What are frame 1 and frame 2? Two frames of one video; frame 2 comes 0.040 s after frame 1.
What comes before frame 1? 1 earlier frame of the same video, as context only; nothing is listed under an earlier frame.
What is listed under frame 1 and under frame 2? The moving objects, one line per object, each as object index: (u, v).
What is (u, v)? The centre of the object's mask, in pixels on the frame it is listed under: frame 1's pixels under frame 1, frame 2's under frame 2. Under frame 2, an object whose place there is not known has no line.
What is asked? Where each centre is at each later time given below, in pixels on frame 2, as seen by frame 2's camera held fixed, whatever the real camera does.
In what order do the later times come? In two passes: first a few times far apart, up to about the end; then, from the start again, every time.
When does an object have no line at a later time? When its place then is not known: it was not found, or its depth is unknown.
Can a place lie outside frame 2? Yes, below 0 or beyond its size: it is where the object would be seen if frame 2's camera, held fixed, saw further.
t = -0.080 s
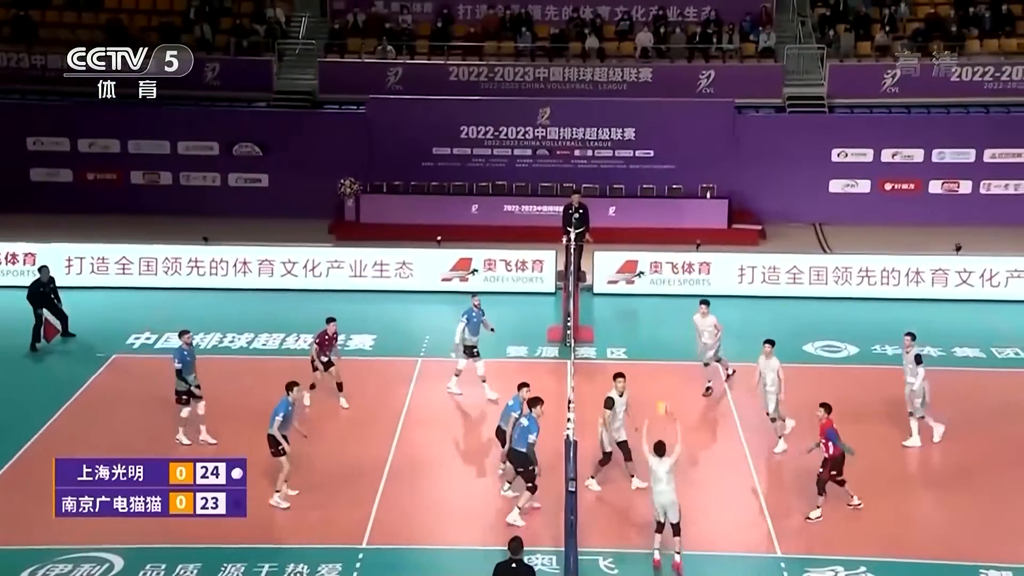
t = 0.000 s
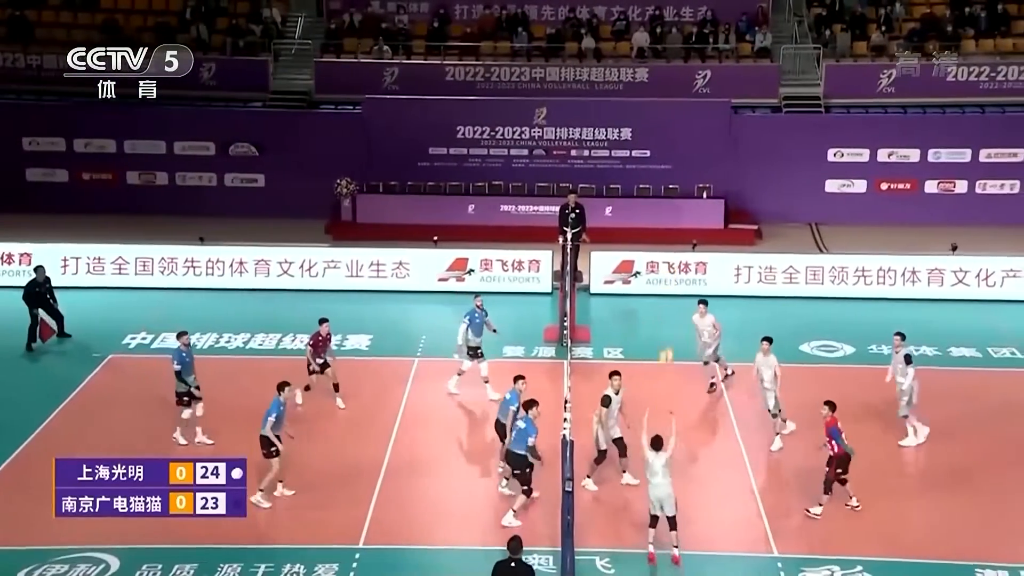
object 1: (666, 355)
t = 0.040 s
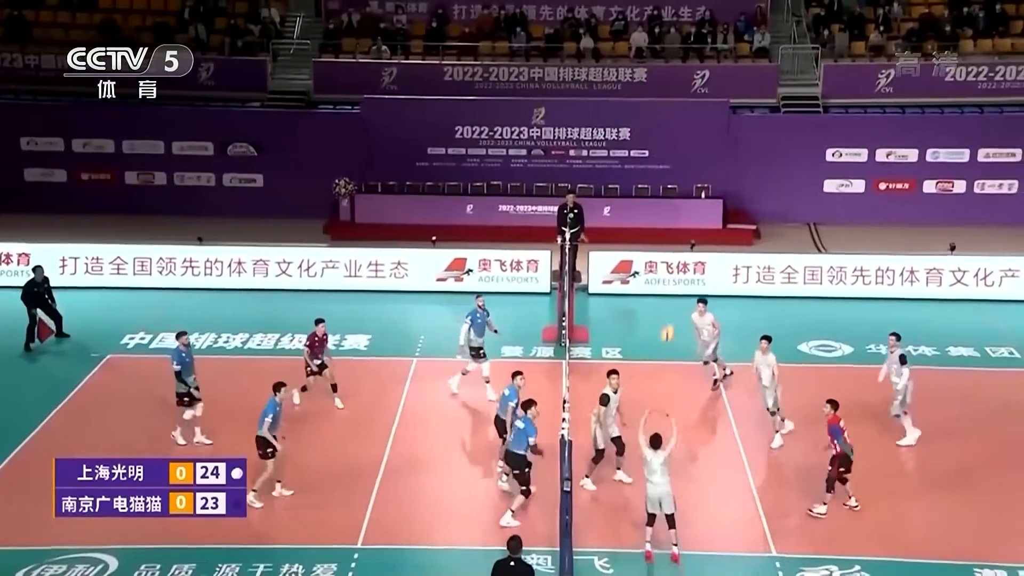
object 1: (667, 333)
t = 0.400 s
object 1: (693, 188)
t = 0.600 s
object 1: (702, 150)
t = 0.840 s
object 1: (712, 141)
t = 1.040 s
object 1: (718, 162)
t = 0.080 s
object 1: (670, 312)
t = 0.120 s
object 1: (673, 294)
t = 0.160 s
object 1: (677, 273)
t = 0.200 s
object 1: (681, 256)
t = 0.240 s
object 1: (683, 239)
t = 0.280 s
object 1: (686, 225)
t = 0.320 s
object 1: (688, 211)
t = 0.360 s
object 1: (690, 198)
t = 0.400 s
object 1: (693, 188)
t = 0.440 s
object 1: (695, 178)
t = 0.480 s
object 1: (697, 169)
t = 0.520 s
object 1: (699, 162)
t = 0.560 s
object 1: (701, 155)
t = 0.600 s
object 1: (702, 150)
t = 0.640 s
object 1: (704, 146)
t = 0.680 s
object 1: (706, 143)
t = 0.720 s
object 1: (707, 141)
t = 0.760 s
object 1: (709, 140)
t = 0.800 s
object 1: (710, 140)
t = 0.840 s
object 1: (712, 141)
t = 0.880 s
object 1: (713, 144)
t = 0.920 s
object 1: (715, 147)
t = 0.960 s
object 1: (715, 151)
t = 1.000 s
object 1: (717, 156)
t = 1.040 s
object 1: (718, 162)
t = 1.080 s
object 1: (719, 168)
